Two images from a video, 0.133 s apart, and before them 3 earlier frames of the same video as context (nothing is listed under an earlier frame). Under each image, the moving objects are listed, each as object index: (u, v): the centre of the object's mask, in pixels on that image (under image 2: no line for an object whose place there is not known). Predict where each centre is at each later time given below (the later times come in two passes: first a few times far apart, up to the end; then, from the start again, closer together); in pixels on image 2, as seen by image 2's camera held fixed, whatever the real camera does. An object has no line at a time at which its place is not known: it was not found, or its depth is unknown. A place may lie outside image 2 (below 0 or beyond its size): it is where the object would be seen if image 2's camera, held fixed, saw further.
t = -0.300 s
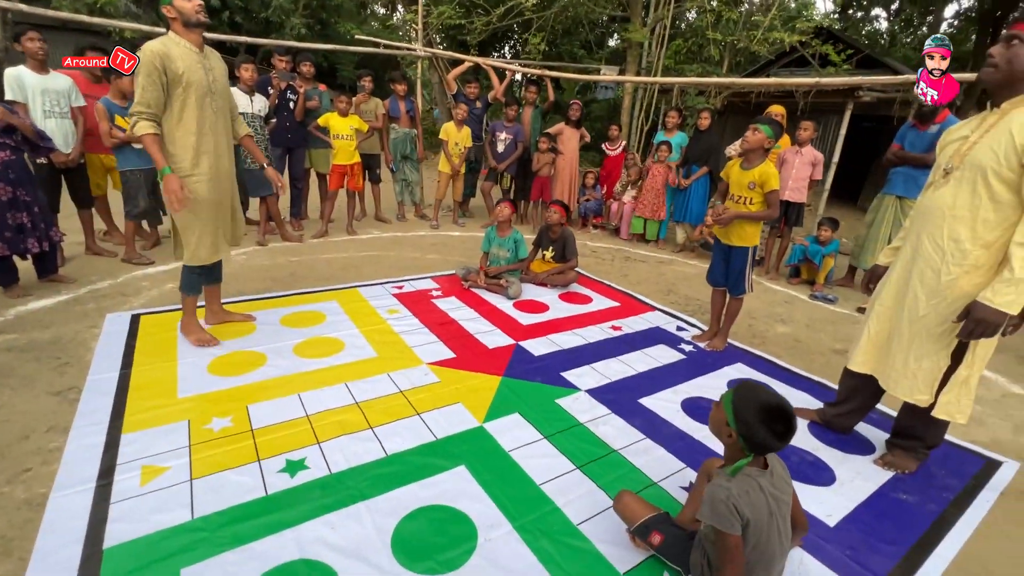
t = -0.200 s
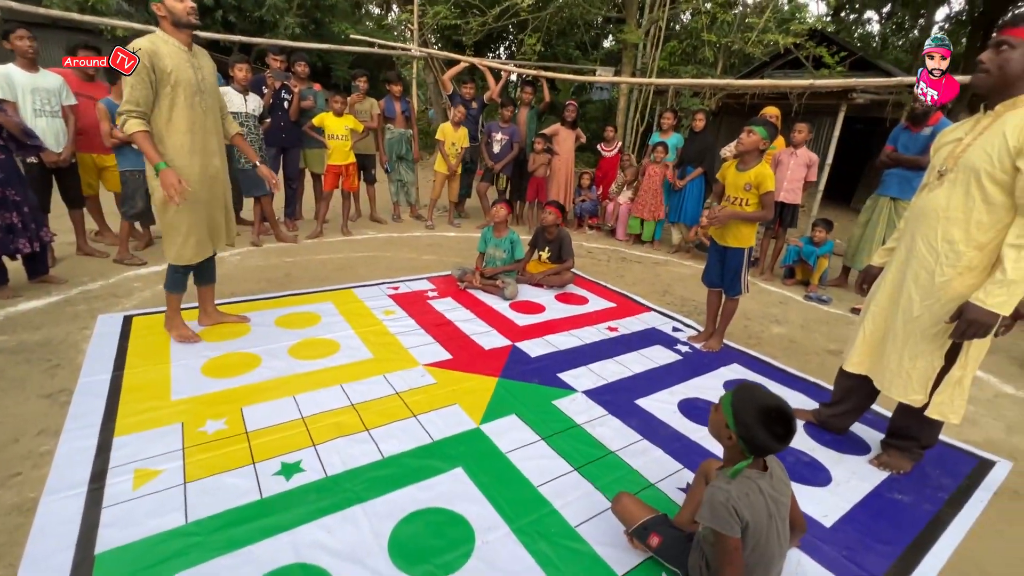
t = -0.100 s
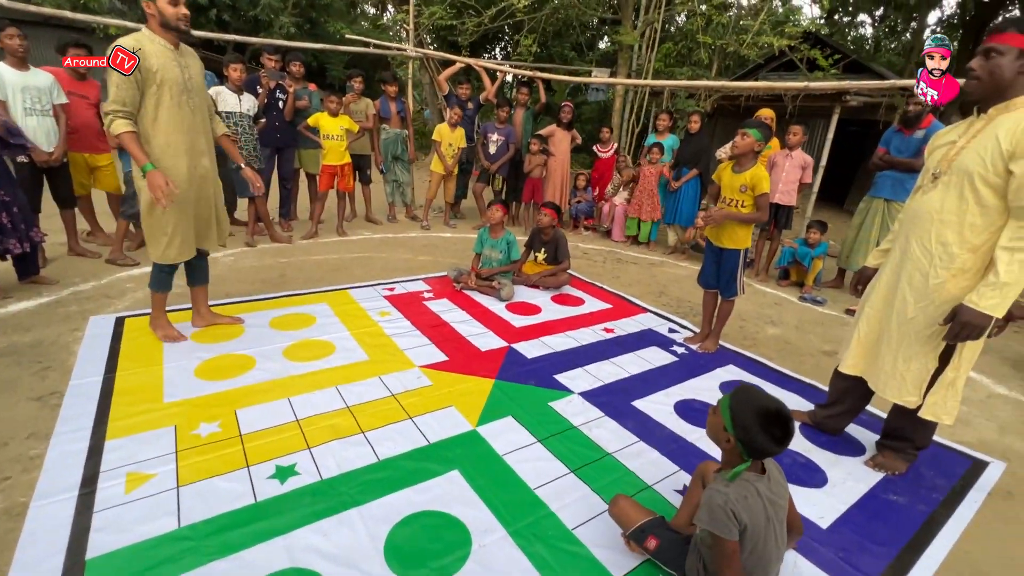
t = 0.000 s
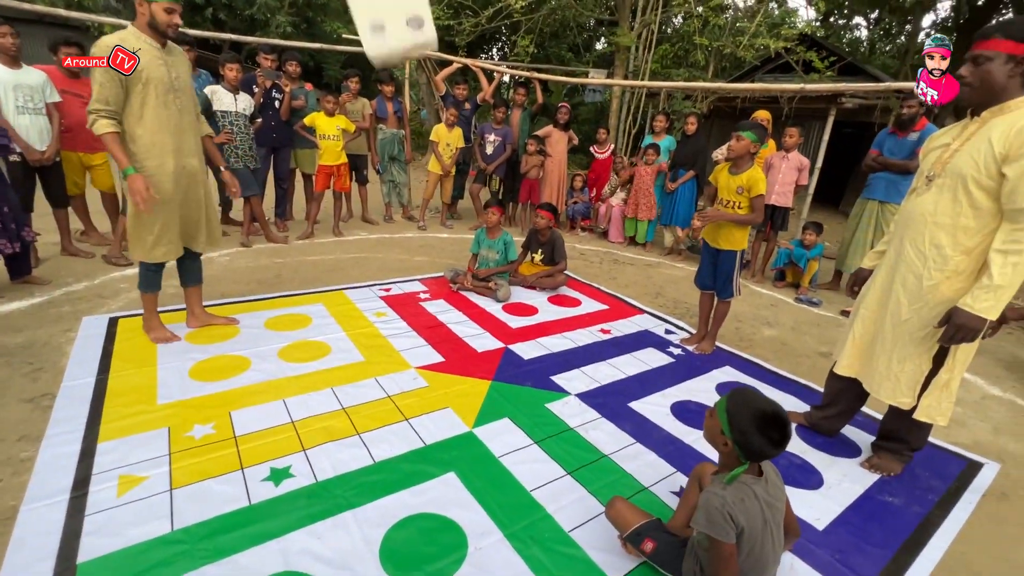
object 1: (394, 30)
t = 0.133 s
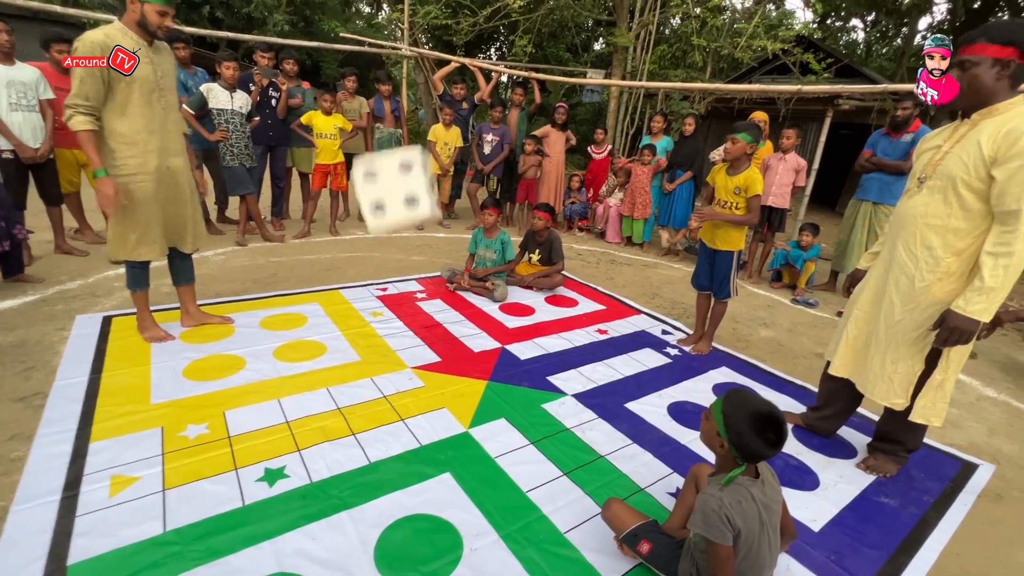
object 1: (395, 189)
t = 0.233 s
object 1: (404, 313)
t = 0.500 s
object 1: (353, 320)
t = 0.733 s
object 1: (279, 389)
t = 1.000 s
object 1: (197, 411)
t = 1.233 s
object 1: (167, 440)
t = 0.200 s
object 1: (402, 272)
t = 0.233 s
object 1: (404, 313)
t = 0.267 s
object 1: (402, 321)
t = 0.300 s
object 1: (395, 315)
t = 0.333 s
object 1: (389, 310)
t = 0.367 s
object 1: (382, 307)
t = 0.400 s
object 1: (376, 305)
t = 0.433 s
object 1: (369, 308)
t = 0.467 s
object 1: (362, 314)
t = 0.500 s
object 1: (353, 320)
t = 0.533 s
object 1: (342, 329)
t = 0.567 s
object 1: (333, 340)
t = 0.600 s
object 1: (323, 353)
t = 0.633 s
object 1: (314, 370)
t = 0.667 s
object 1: (304, 383)
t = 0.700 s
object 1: (291, 389)
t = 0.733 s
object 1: (279, 389)
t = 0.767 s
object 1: (266, 391)
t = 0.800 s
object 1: (253, 395)
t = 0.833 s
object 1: (240, 402)
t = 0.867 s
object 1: (228, 406)
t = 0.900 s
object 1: (219, 406)
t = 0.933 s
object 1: (210, 407)
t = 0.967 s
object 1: (203, 411)
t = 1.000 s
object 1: (197, 411)
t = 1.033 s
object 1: (192, 413)
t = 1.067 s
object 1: (188, 415)
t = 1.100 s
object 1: (183, 419)
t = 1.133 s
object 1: (178, 423)
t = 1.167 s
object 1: (173, 430)
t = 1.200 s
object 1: (170, 434)
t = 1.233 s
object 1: (167, 440)
